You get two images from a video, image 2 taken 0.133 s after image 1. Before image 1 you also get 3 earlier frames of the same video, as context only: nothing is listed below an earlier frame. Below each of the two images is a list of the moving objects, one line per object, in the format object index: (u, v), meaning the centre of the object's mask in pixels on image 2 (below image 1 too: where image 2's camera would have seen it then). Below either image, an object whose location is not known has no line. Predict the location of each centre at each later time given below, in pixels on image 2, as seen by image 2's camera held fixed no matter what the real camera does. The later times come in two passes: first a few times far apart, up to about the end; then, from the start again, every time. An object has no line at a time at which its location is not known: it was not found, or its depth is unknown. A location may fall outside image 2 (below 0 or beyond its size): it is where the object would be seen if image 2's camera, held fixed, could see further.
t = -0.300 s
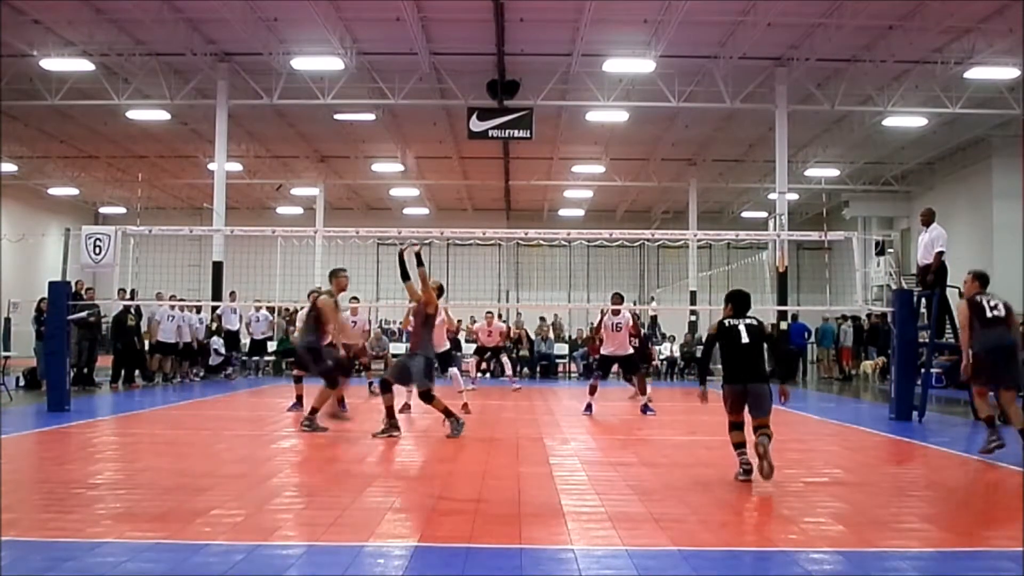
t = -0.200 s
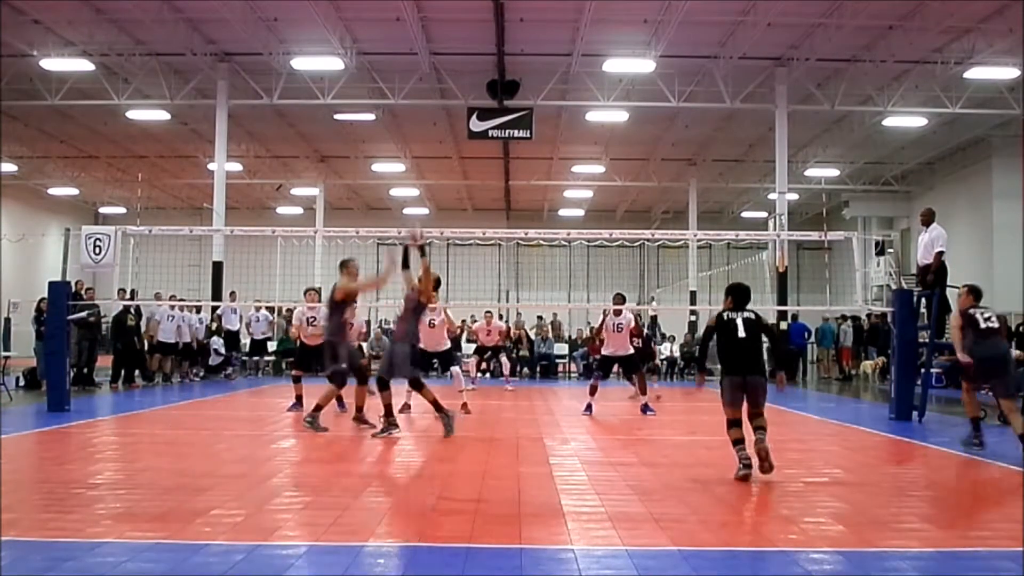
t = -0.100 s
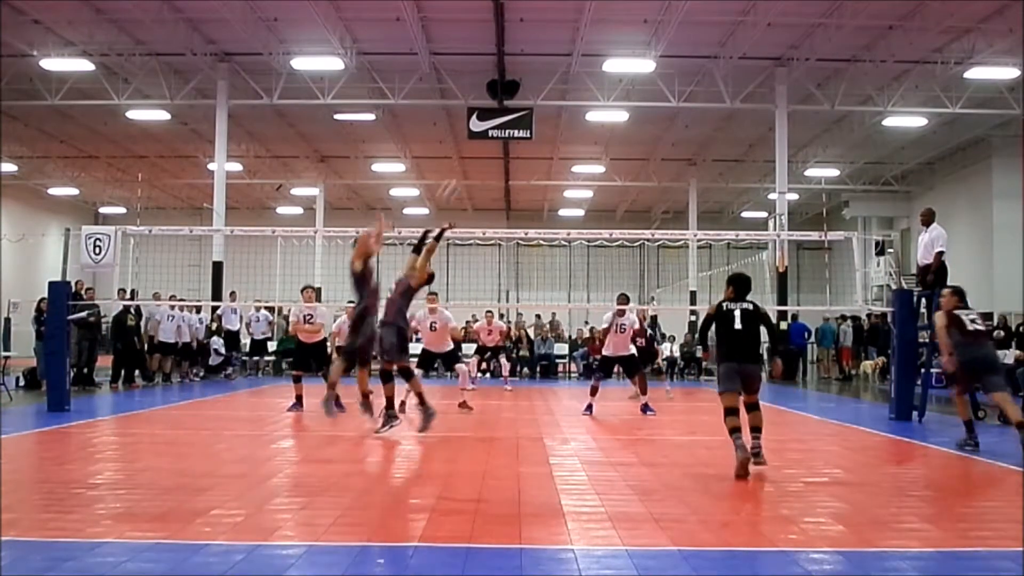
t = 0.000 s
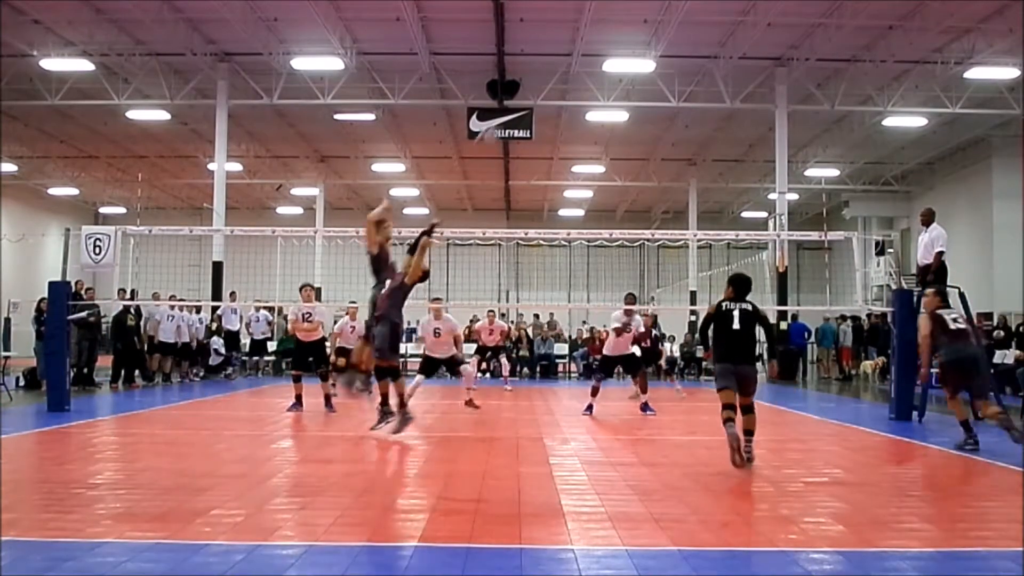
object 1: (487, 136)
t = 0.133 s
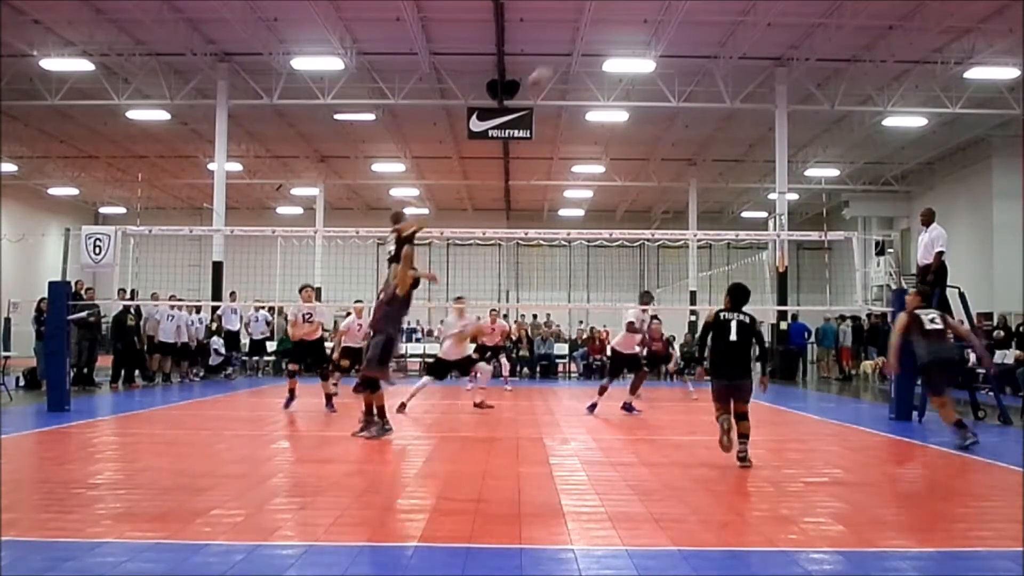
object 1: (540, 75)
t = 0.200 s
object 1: (566, 53)
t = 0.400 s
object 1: (636, 14)
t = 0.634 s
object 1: (710, 14)
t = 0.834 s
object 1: (768, 52)
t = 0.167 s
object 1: (553, 64)
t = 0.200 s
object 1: (566, 53)
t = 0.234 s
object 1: (577, 45)
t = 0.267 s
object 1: (589, 36)
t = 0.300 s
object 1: (601, 29)
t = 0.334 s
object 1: (613, 23)
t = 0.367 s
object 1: (624, 18)
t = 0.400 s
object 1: (636, 14)
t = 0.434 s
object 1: (646, 10)
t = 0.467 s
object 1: (658, 7)
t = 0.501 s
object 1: (668, 7)
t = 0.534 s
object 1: (679, 8)
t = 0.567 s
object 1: (688, 9)
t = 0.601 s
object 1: (700, 11)
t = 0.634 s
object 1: (710, 14)
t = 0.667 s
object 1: (720, 18)
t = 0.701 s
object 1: (730, 22)
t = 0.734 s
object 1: (740, 27)
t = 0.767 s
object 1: (749, 34)
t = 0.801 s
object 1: (758, 42)
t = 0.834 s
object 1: (768, 52)
